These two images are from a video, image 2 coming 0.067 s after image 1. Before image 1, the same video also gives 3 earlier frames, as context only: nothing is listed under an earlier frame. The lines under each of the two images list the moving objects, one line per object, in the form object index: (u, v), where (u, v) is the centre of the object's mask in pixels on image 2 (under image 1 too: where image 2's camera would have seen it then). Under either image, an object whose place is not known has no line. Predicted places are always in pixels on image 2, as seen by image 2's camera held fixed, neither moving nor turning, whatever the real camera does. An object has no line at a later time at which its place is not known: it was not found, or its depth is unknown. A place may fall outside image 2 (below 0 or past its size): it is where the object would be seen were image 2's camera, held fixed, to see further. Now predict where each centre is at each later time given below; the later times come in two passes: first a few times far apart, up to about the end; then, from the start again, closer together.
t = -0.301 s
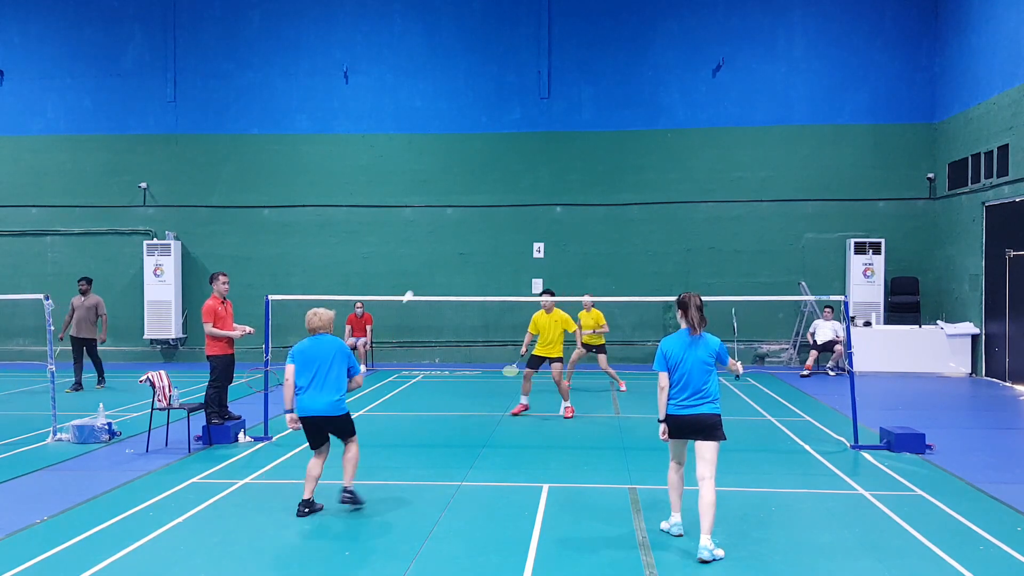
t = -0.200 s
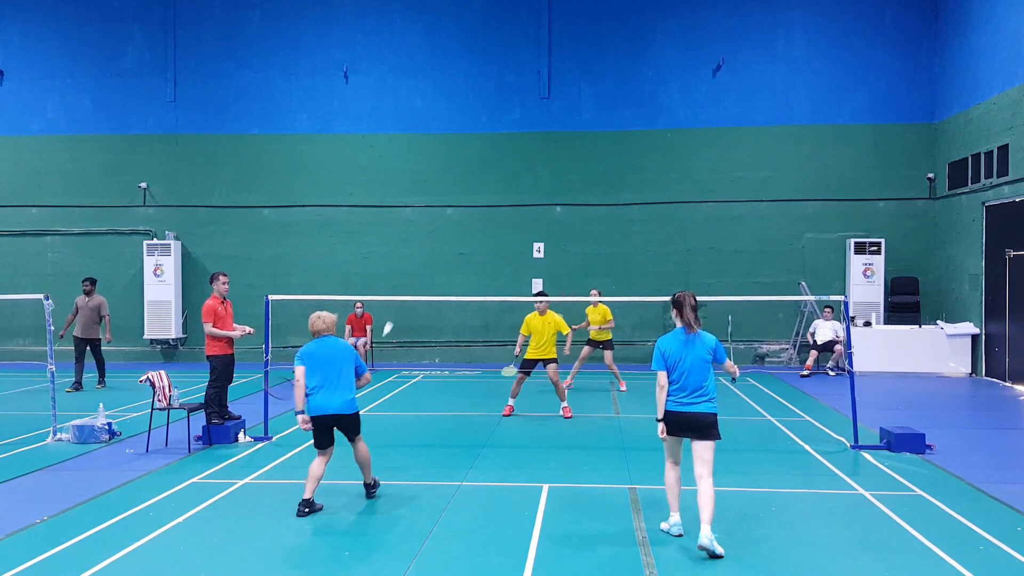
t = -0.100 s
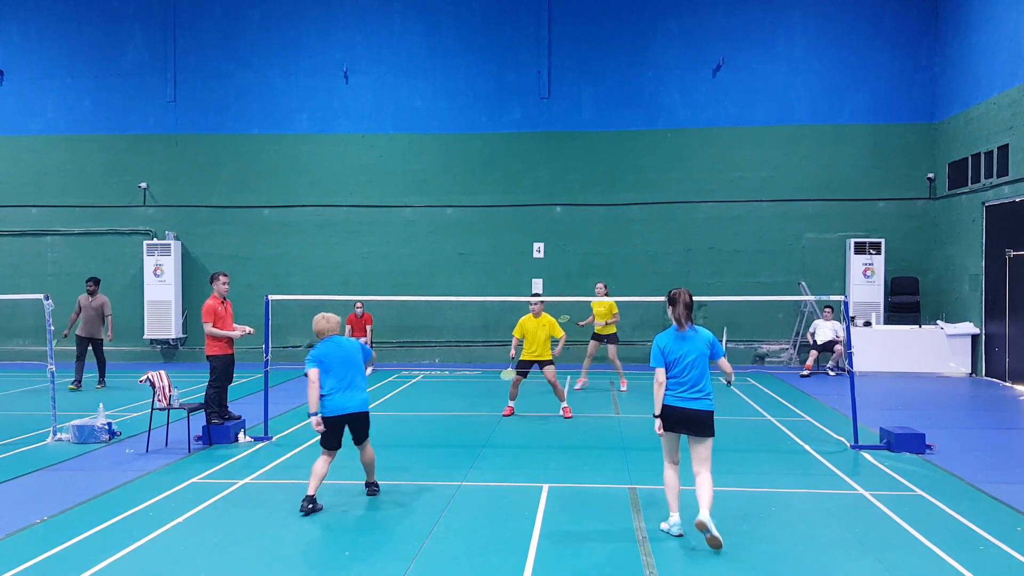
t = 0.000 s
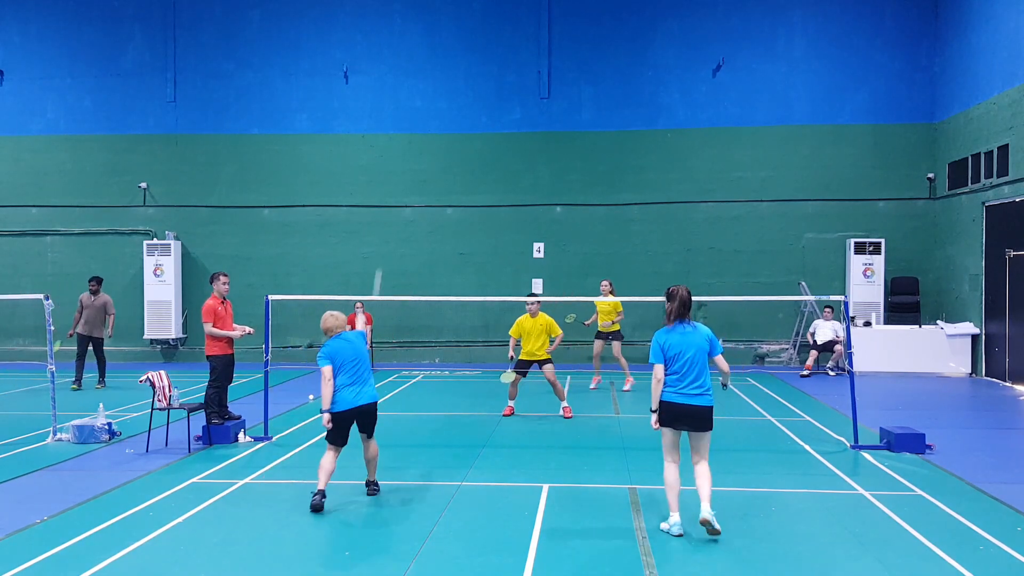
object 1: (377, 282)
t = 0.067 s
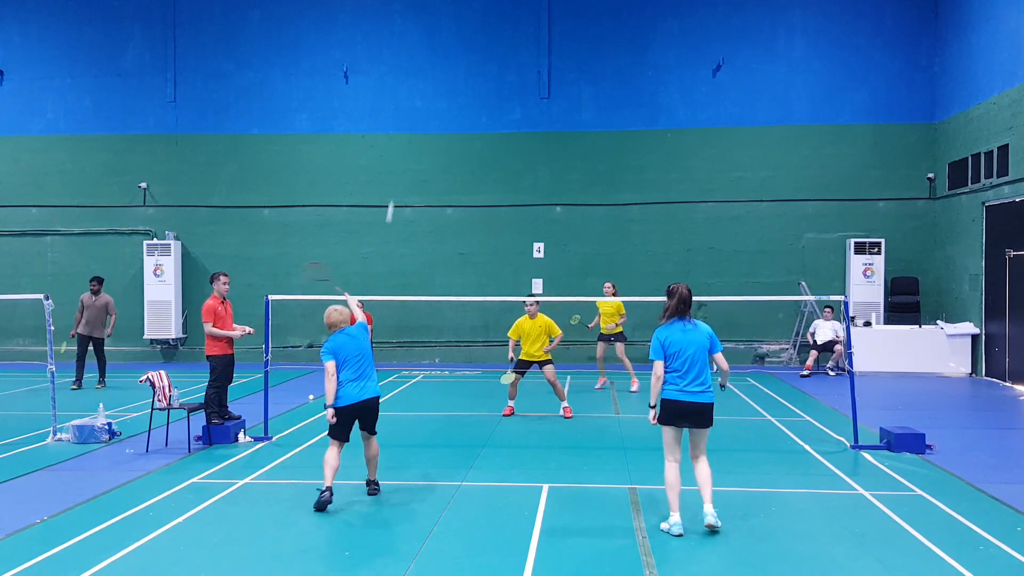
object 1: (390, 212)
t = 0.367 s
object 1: (416, 94)
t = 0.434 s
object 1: (420, 89)
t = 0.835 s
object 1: (437, 111)
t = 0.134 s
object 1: (399, 165)
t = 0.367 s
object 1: (416, 94)
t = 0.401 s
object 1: (418, 91)
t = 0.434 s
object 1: (420, 89)
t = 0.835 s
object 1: (437, 111)
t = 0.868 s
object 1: (438, 116)
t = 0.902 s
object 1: (439, 123)
